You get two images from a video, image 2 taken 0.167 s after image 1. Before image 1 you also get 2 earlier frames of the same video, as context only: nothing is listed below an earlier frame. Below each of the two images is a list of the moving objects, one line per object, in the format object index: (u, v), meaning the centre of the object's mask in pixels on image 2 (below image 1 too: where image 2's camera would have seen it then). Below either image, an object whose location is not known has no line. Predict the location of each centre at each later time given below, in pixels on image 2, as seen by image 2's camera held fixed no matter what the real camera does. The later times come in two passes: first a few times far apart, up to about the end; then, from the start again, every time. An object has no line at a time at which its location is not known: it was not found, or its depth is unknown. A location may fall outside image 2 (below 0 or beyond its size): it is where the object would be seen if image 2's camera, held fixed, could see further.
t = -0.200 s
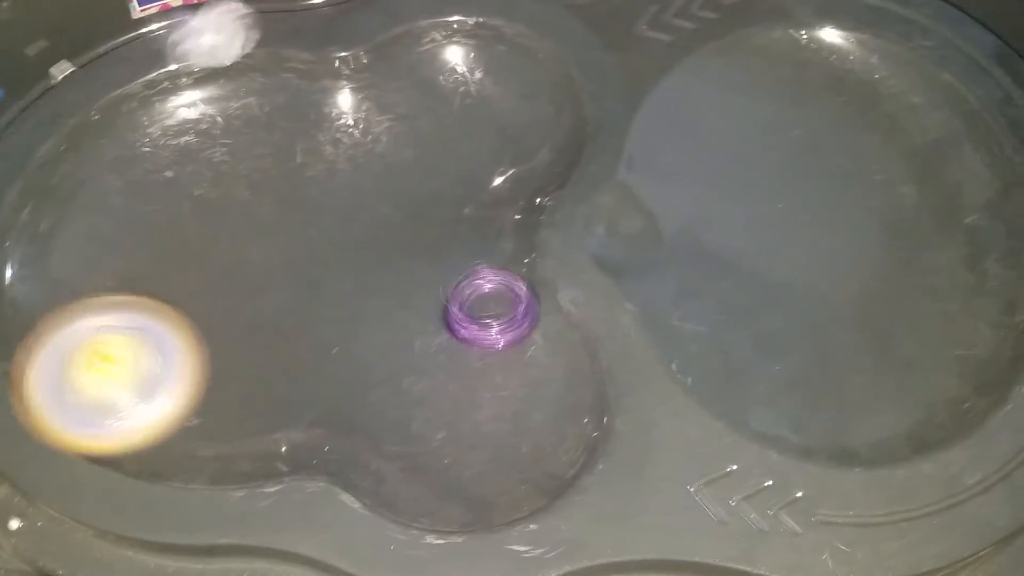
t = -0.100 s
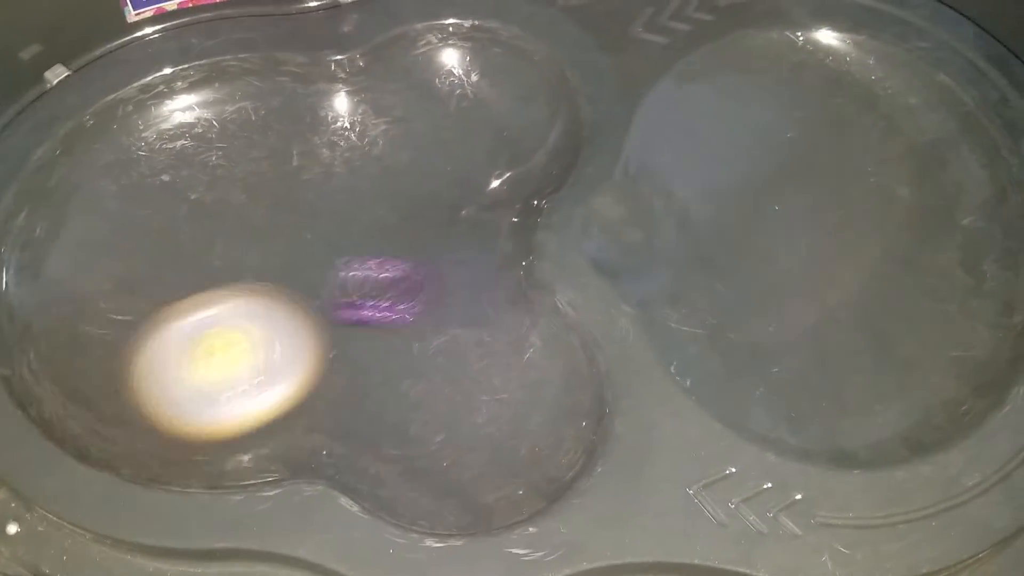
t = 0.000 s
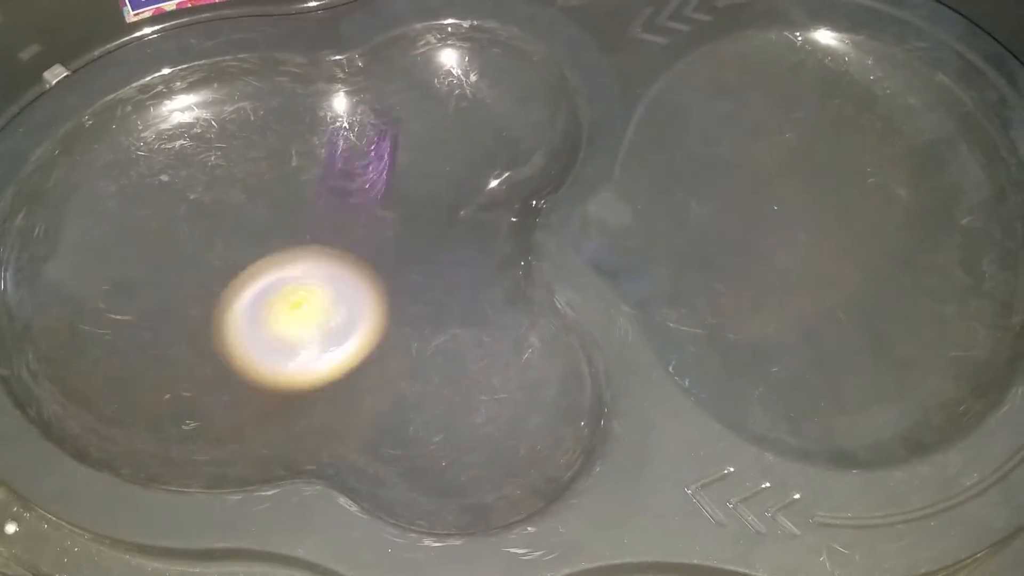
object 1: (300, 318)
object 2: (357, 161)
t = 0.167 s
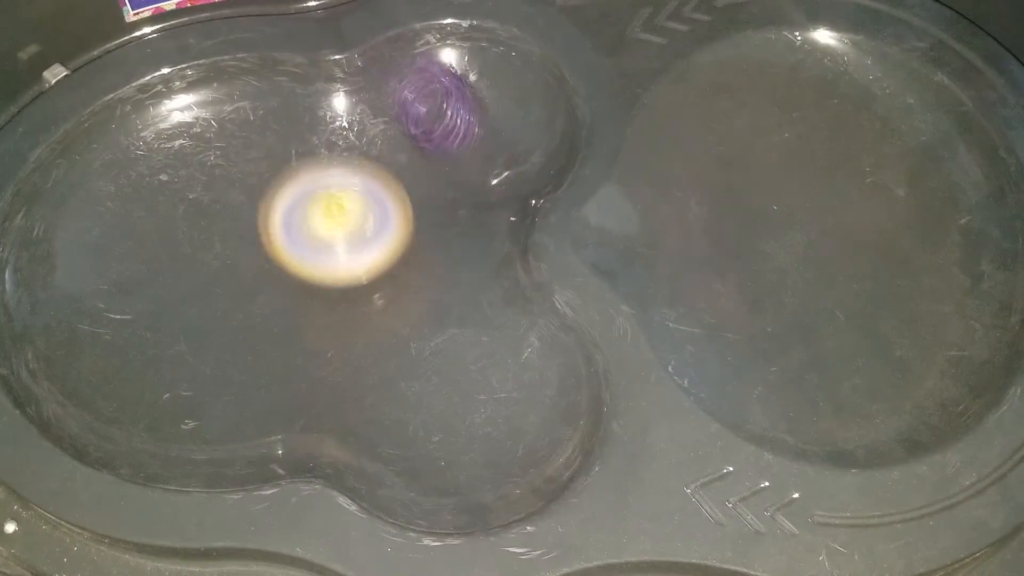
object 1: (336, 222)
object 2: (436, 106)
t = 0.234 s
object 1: (317, 185)
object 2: (494, 166)
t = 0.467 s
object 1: (141, 224)
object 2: (318, 317)
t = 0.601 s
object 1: (77, 319)
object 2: (354, 367)
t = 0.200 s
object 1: (329, 203)
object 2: (472, 152)
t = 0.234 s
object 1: (317, 185)
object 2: (494, 166)
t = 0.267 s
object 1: (303, 175)
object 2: (503, 176)
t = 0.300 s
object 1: (284, 164)
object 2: (502, 193)
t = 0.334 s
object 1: (262, 163)
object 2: (489, 215)
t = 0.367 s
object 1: (234, 169)
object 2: (470, 247)
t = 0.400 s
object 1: (202, 183)
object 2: (428, 276)
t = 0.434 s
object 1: (168, 200)
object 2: (375, 300)
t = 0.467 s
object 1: (141, 224)
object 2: (318, 317)
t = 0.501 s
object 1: (121, 255)
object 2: (266, 326)
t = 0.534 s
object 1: (109, 287)
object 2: (226, 331)
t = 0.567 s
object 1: (87, 305)
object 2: (272, 341)
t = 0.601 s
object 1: (77, 319)
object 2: (354, 367)
